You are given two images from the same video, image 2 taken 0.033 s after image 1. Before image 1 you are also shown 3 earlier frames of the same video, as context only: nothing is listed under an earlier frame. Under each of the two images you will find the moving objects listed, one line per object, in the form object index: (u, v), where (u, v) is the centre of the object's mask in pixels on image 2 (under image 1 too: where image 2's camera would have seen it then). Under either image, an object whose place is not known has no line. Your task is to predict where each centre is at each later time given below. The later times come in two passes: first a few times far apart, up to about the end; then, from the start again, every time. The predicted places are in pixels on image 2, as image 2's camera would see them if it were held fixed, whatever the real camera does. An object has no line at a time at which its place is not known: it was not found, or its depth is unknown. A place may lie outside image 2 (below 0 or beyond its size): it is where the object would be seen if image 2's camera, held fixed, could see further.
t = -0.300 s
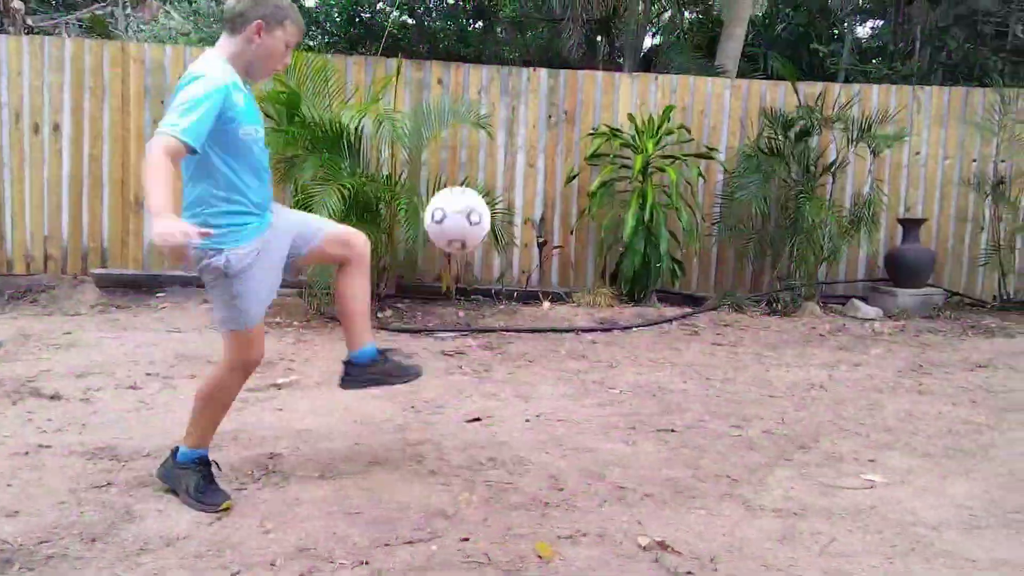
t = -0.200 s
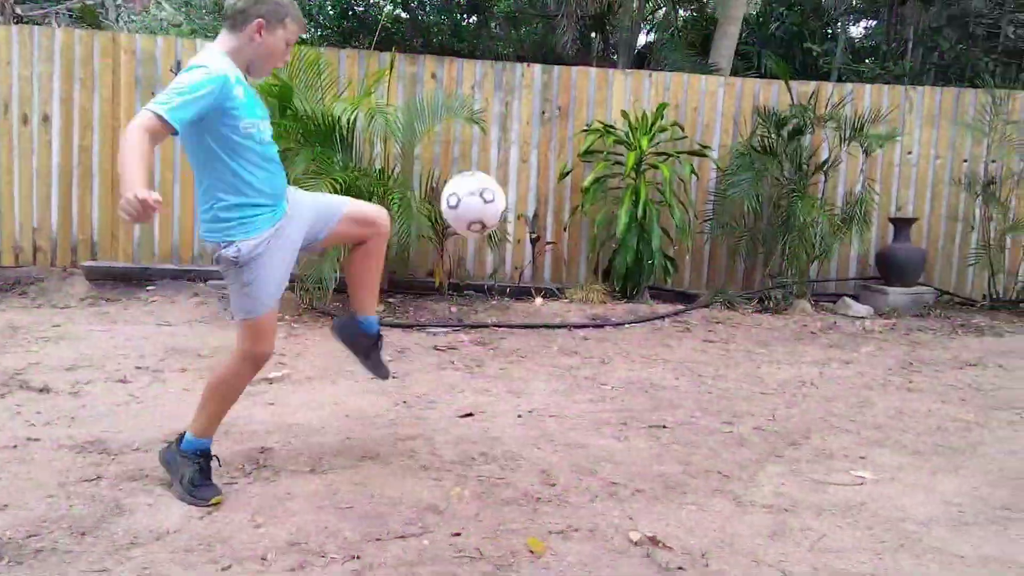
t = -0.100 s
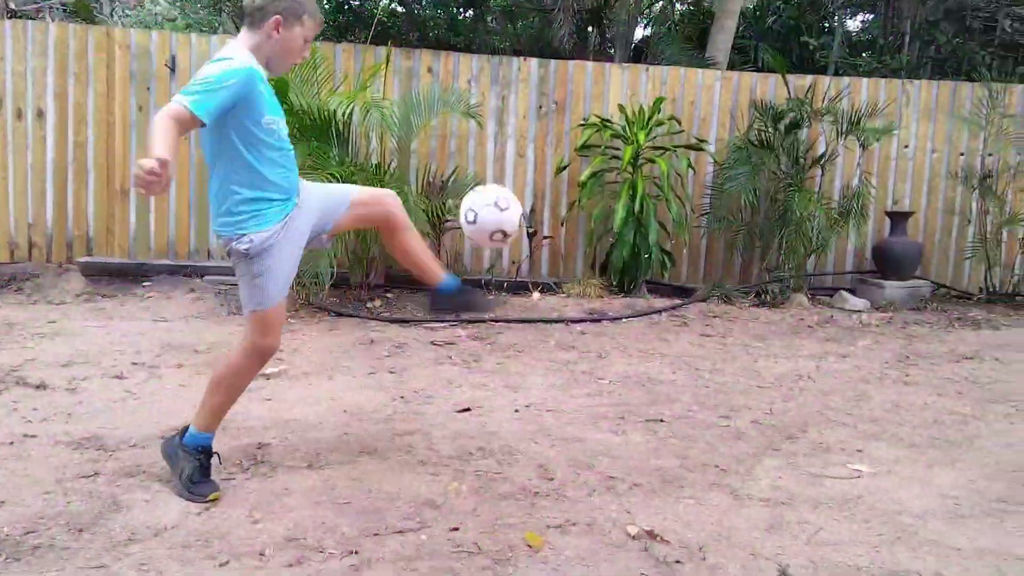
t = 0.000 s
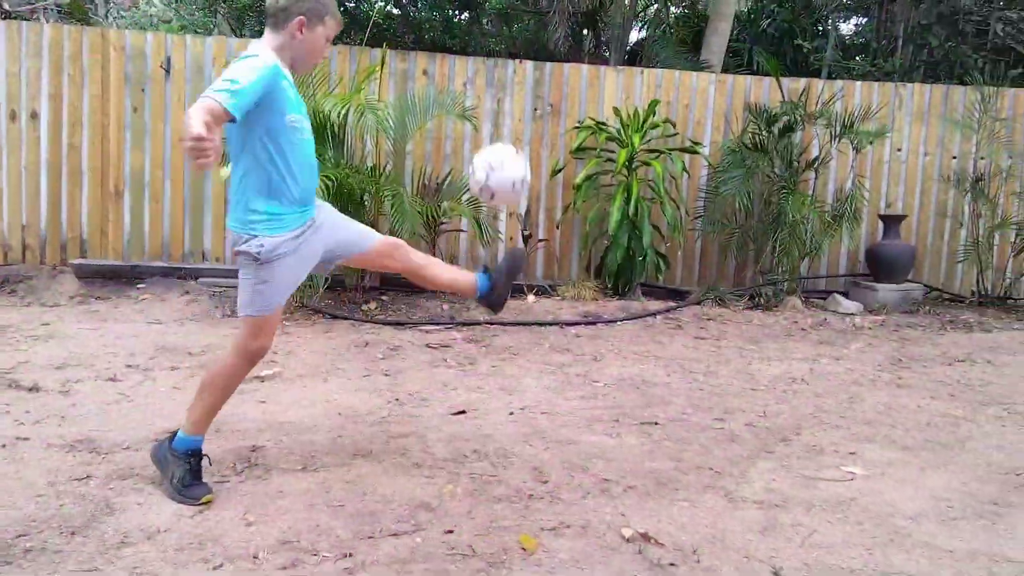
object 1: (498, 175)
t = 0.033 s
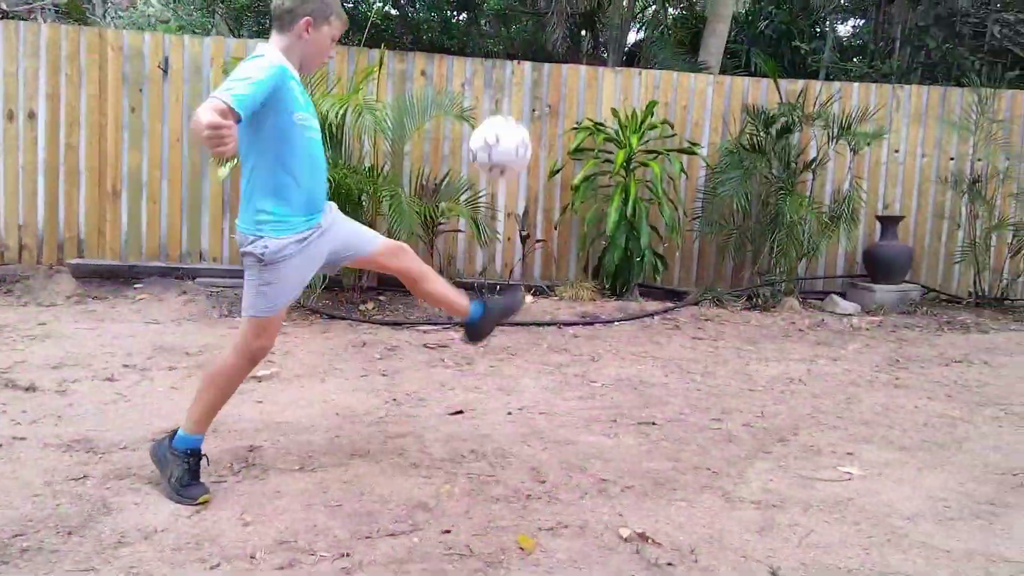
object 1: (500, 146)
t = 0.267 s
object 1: (518, 33)
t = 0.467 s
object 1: (526, 50)
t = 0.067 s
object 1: (503, 122)
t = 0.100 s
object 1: (506, 99)
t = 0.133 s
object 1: (509, 80)
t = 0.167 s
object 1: (512, 64)
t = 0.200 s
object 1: (514, 51)
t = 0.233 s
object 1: (516, 40)
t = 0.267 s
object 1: (518, 33)
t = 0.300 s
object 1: (519, 30)
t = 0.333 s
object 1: (521, 30)
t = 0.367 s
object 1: (523, 32)
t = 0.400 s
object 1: (524, 36)
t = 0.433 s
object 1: (526, 41)
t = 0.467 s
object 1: (526, 50)
